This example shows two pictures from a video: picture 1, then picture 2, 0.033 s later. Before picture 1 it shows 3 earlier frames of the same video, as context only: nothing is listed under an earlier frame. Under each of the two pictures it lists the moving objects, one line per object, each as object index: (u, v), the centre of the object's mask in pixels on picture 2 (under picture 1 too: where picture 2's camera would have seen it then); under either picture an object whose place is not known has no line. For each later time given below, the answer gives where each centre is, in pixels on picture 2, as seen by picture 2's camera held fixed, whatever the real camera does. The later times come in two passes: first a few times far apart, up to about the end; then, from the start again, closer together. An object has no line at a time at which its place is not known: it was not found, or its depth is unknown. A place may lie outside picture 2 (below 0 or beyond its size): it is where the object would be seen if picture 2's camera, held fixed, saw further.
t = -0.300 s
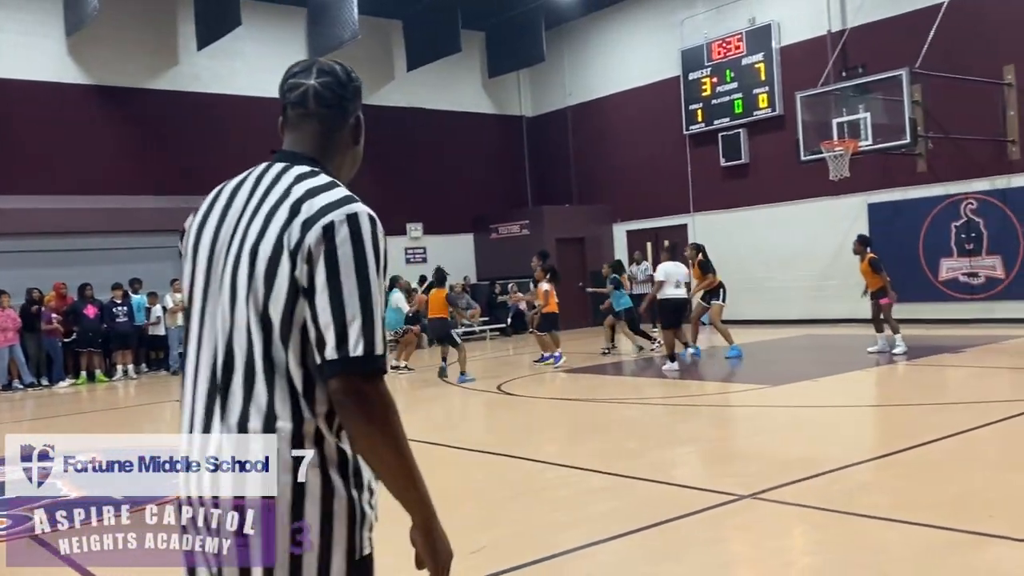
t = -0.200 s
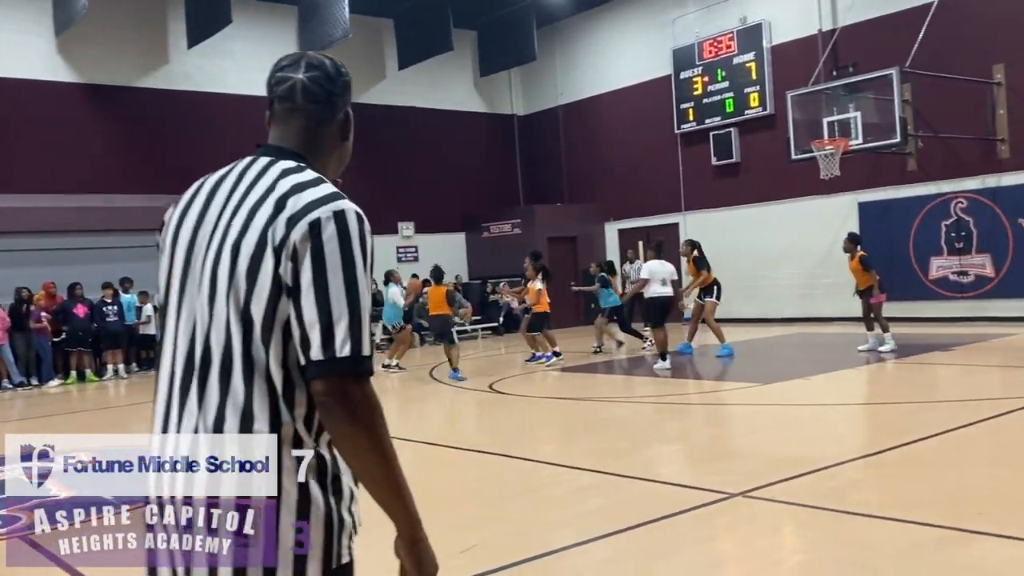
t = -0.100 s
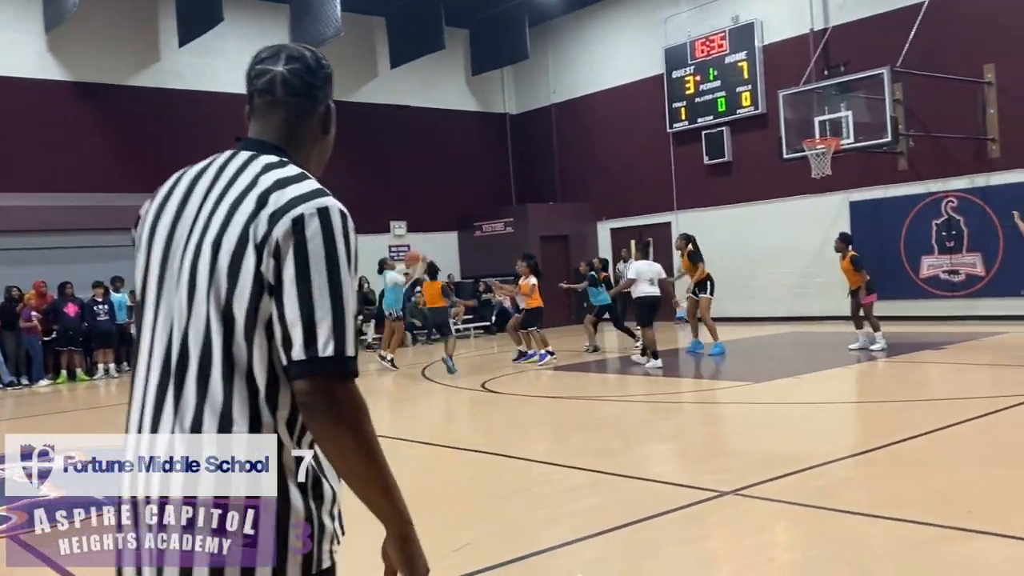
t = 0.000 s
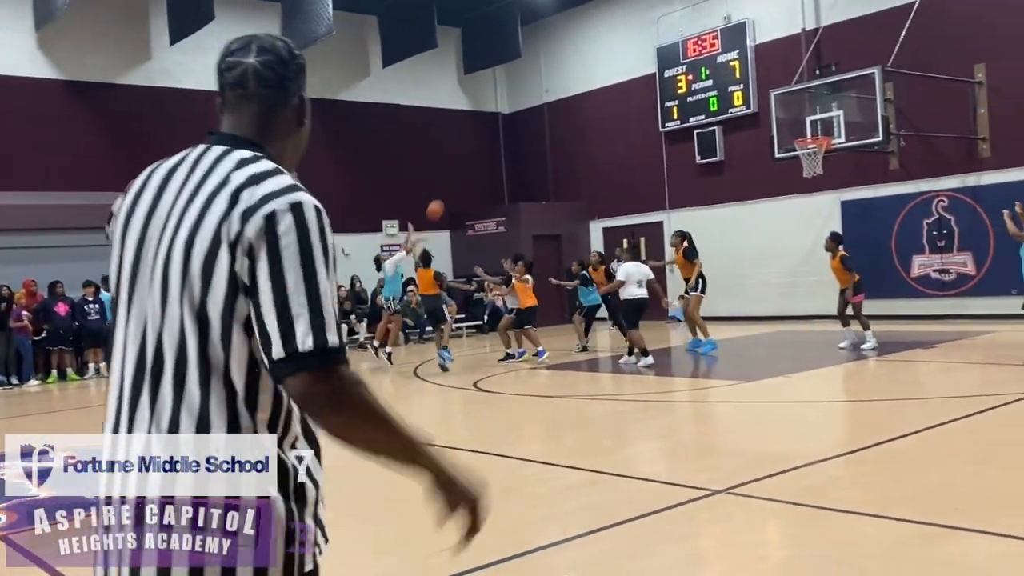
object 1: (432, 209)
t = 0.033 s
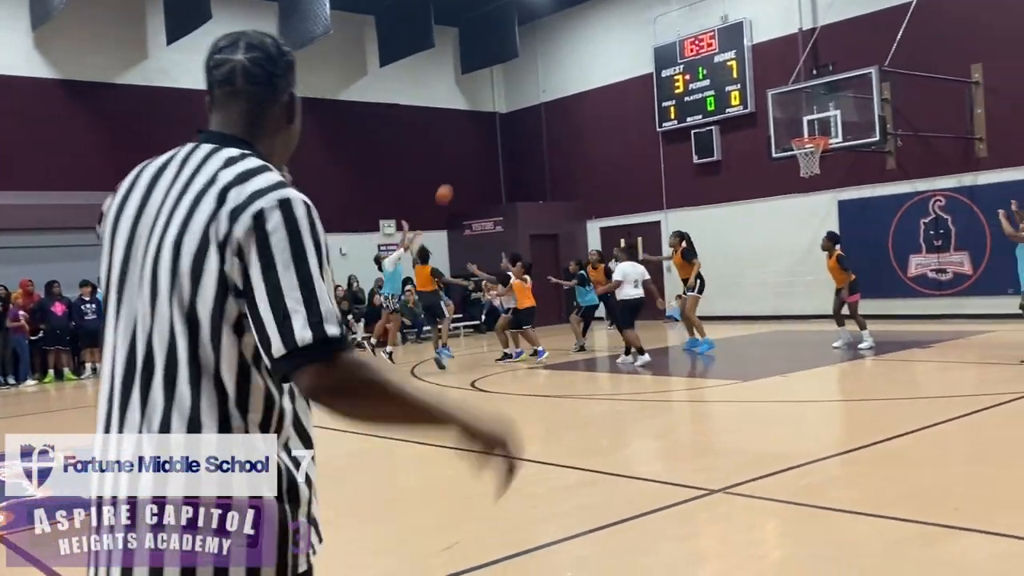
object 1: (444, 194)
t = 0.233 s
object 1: (514, 119)
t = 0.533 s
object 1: (624, 56)
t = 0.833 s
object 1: (736, 52)
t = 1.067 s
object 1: (826, 94)
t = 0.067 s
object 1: (455, 180)
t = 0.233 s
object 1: (514, 119)
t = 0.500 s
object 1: (612, 60)
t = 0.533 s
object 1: (624, 56)
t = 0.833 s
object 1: (736, 52)
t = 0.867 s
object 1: (750, 58)
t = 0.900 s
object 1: (761, 62)
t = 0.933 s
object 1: (773, 67)
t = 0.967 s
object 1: (787, 72)
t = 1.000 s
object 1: (800, 79)
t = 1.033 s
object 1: (811, 86)
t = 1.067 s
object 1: (826, 94)
